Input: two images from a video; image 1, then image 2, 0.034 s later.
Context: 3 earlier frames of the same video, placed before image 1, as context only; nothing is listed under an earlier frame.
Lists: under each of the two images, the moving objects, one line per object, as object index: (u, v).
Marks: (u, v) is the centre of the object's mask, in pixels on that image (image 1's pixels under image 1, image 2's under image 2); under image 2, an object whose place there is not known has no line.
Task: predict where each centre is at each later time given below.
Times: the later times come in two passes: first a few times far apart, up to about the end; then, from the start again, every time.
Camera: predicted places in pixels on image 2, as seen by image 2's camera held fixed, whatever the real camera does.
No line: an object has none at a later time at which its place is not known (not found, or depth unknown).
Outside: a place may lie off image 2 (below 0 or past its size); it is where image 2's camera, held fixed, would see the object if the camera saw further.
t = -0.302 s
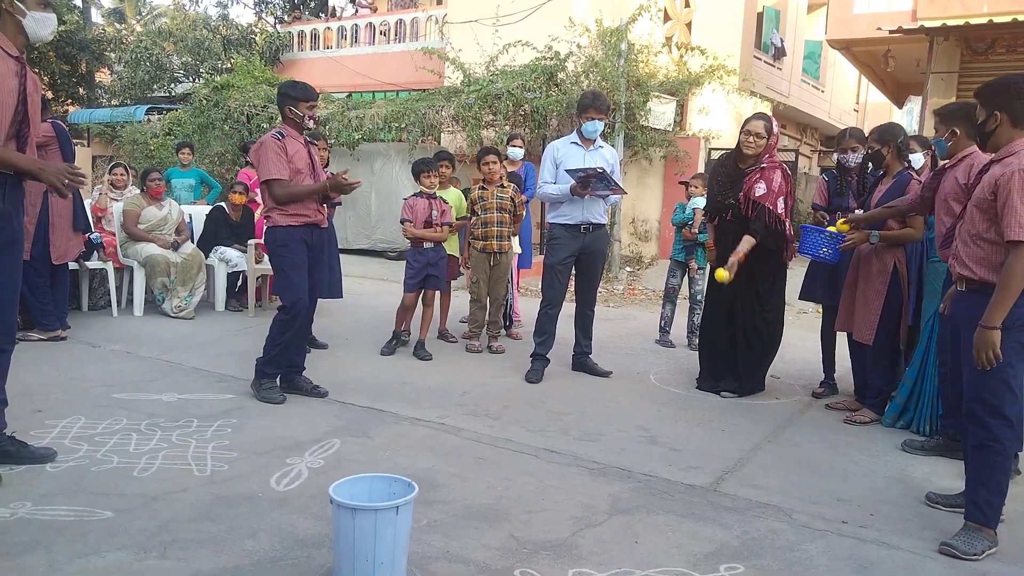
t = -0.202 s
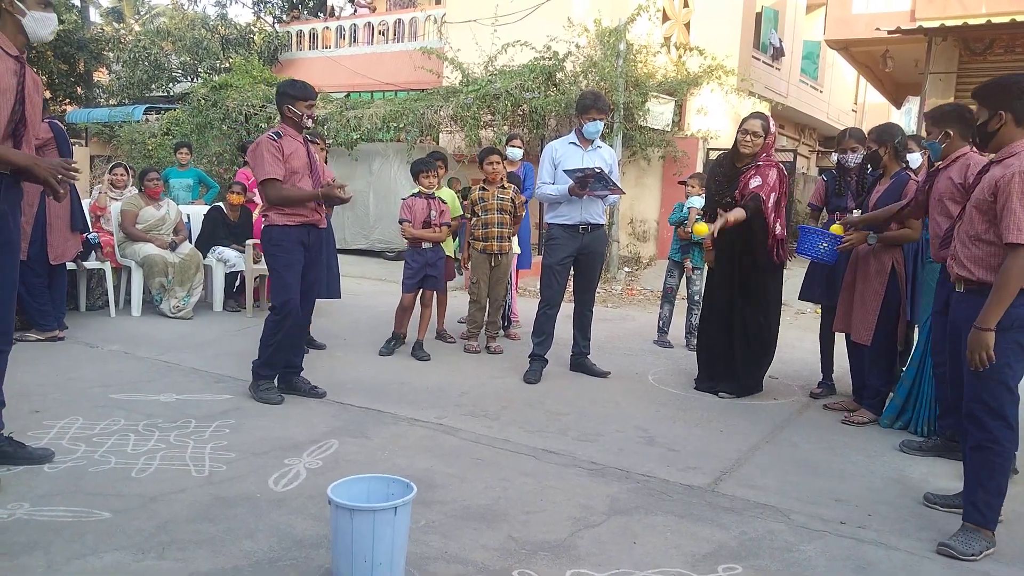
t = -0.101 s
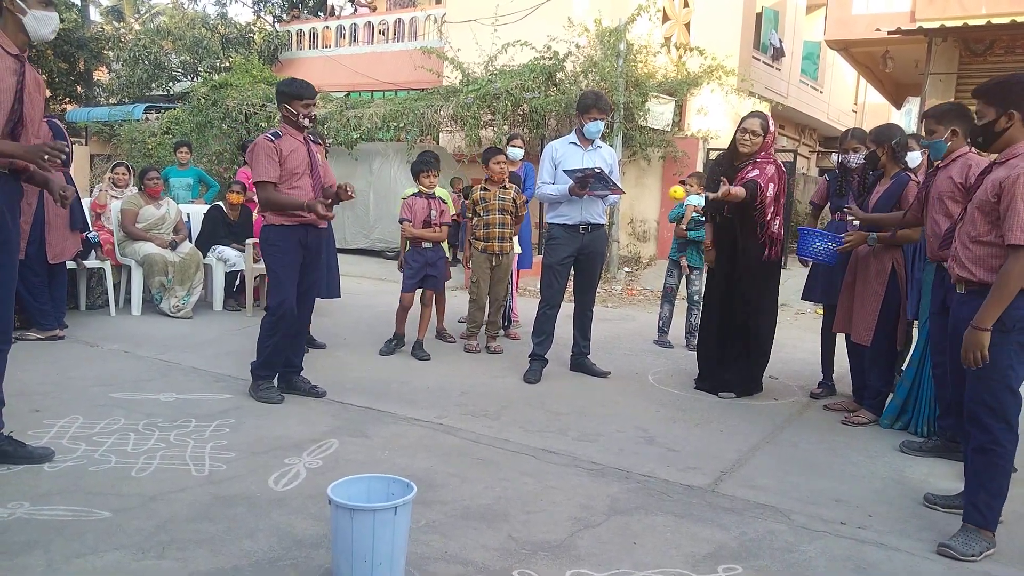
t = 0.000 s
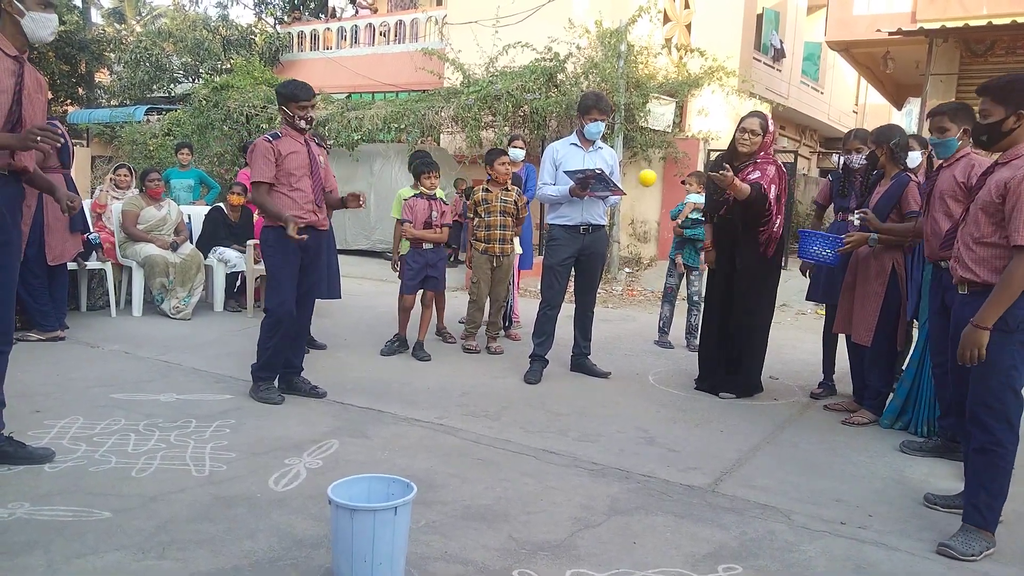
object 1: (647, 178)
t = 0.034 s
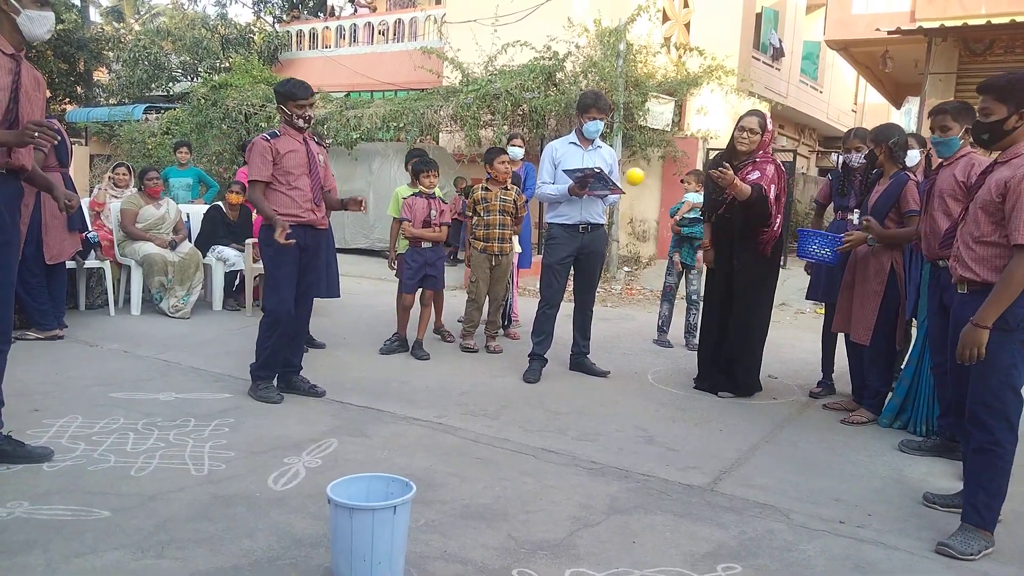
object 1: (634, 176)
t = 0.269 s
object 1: (526, 278)
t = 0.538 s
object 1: (447, 526)
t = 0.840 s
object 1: (569, 470)
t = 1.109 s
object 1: (668, 528)
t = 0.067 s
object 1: (622, 179)
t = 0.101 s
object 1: (608, 185)
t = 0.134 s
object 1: (594, 195)
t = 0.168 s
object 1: (579, 208)
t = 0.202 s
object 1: (562, 228)
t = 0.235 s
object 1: (545, 251)
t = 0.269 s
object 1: (526, 278)
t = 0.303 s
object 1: (505, 314)
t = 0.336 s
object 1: (483, 353)
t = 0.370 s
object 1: (460, 401)
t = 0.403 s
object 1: (434, 457)
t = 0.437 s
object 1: (422, 507)
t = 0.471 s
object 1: (422, 551)
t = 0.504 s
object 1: (433, 552)
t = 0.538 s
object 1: (447, 526)
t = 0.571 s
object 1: (462, 504)
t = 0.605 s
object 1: (477, 486)
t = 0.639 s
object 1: (490, 472)
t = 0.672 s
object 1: (504, 461)
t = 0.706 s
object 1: (518, 454)
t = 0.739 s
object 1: (530, 452)
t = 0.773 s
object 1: (543, 454)
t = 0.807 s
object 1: (556, 460)
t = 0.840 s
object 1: (569, 470)
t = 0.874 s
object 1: (580, 484)
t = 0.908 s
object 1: (592, 502)
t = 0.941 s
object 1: (603, 524)
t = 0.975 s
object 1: (614, 551)
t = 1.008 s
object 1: (625, 568)
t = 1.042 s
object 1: (639, 555)
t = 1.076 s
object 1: (654, 540)
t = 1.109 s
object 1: (668, 528)
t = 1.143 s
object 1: (681, 521)
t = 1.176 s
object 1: (695, 516)
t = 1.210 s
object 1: (708, 516)
